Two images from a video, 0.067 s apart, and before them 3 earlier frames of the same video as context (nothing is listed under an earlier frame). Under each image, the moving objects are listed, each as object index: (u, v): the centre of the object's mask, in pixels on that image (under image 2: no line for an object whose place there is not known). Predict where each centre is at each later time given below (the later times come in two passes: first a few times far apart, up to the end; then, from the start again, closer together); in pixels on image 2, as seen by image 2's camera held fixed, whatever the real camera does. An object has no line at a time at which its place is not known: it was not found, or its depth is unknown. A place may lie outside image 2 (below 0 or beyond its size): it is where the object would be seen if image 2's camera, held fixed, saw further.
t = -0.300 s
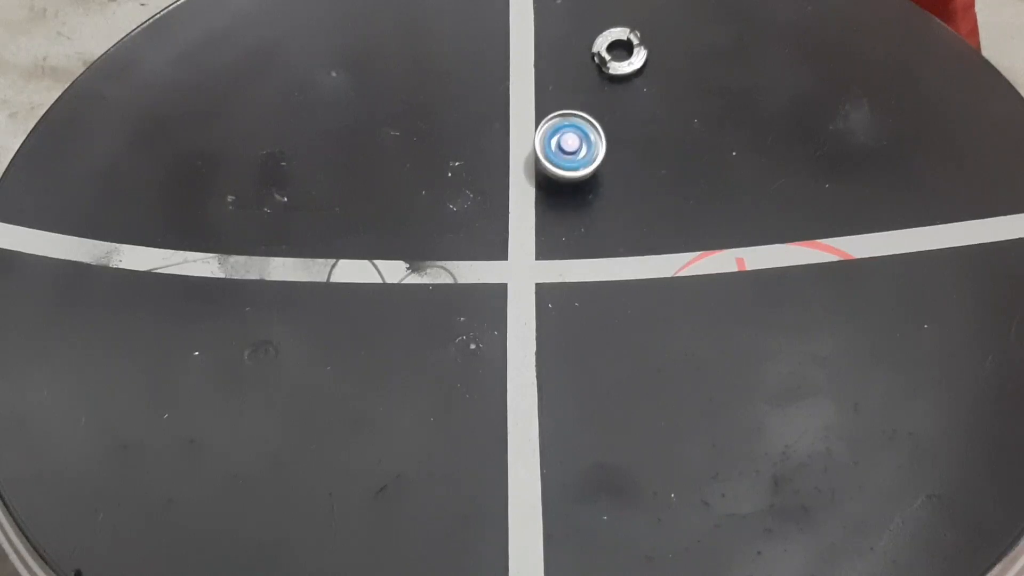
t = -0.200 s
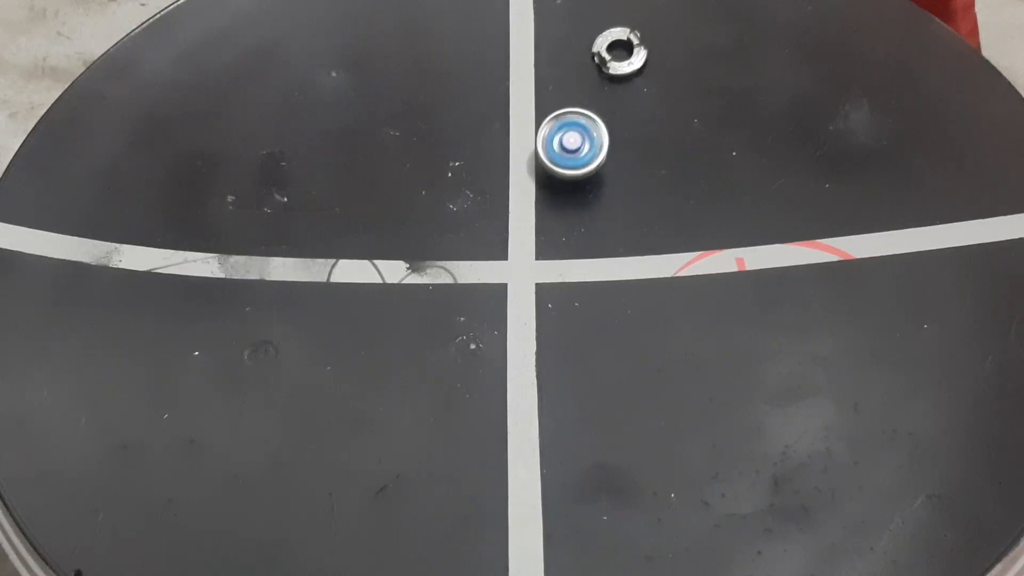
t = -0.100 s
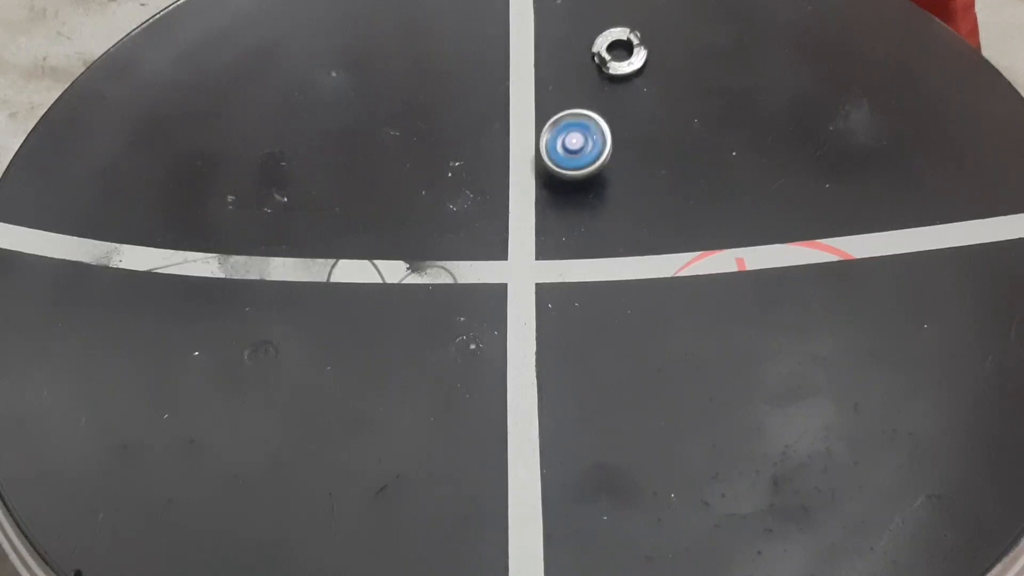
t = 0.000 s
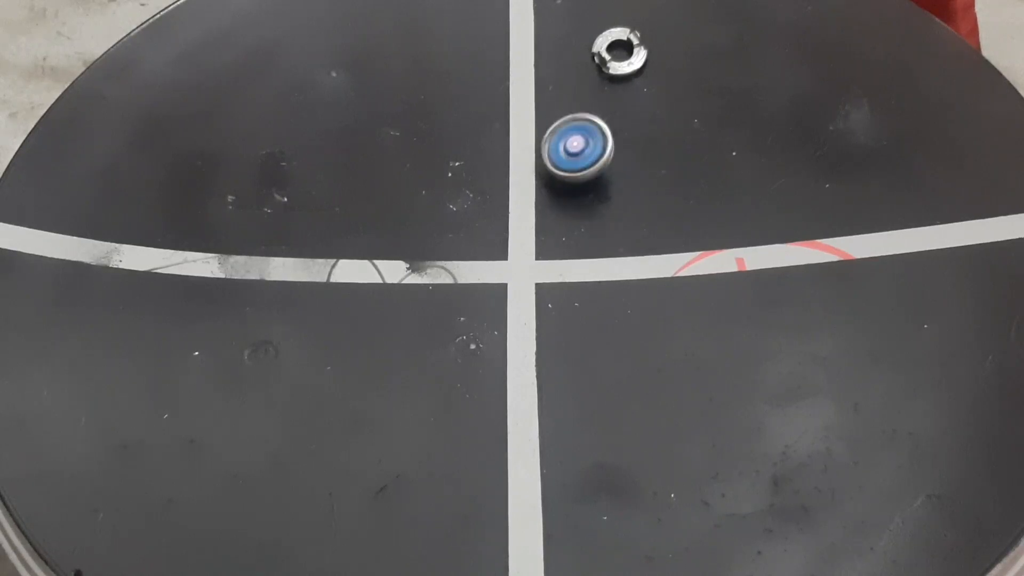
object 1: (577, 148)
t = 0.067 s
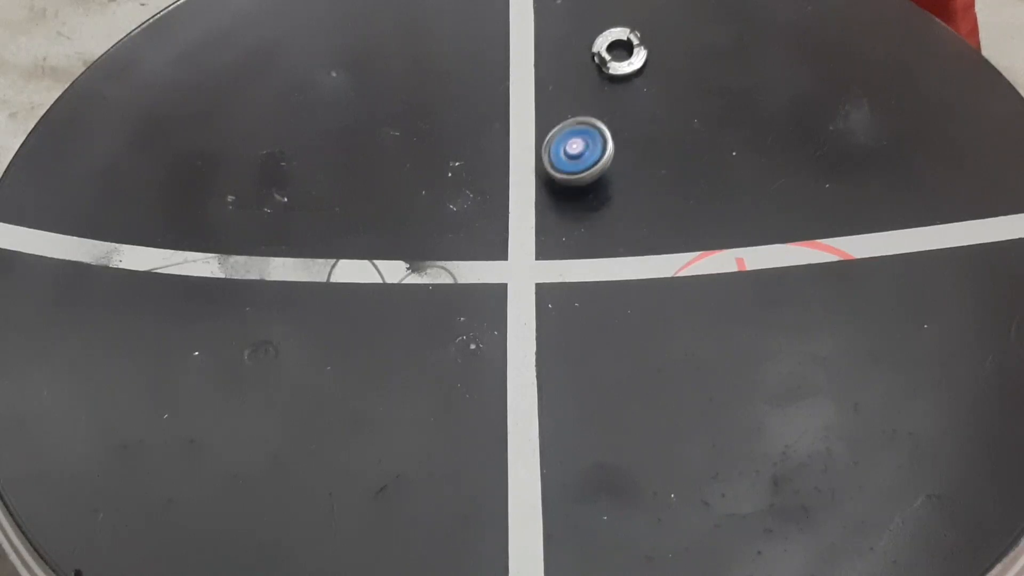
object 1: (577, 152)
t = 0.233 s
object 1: (572, 162)
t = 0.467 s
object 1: (555, 173)
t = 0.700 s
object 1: (529, 174)
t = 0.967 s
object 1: (516, 164)
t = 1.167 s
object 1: (519, 157)
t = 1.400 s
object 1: (527, 160)
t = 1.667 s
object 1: (525, 175)
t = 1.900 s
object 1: (508, 187)
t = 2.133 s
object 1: (488, 187)
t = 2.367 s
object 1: (478, 180)
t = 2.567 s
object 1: (482, 174)
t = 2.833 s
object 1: (489, 180)
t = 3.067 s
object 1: (488, 195)
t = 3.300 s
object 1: (476, 206)
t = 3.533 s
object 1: (461, 207)
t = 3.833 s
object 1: (455, 198)
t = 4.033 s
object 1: (461, 198)
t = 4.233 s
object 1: (466, 205)
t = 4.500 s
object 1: (463, 221)
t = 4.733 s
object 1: (452, 229)
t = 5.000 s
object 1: (442, 225)
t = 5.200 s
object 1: (444, 220)
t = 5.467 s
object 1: (454, 224)
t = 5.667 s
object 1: (458, 232)
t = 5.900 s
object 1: (454, 245)
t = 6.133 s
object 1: (444, 247)
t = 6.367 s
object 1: (441, 242)
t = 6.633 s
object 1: (450, 240)
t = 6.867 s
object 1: (459, 246)
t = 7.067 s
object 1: (461, 255)
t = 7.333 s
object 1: (454, 262)
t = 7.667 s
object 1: (450, 256)
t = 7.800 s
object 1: (455, 253)
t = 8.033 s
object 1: (465, 256)
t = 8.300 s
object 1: (473, 266)
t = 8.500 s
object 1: (470, 273)
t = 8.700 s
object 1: (465, 272)
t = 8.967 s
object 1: (467, 266)
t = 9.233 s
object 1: (478, 263)
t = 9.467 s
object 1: (486, 271)
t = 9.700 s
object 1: (485, 278)
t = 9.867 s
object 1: (480, 280)
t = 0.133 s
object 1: (576, 155)
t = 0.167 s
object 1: (575, 157)
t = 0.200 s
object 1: (574, 159)
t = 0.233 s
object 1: (572, 162)
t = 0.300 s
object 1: (569, 165)
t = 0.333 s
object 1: (567, 167)
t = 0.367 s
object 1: (564, 169)
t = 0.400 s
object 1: (561, 171)
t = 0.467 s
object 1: (555, 173)
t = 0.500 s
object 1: (551, 174)
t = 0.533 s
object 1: (547, 175)
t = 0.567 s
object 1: (543, 175)
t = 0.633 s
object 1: (536, 175)
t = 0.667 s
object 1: (533, 174)
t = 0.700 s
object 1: (529, 174)
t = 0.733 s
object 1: (526, 173)
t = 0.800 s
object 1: (521, 170)
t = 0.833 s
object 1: (520, 169)
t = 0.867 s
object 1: (518, 167)
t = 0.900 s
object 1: (517, 166)
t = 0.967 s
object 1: (516, 164)
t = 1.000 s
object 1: (516, 162)
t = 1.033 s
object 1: (516, 161)
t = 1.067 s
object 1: (516, 160)
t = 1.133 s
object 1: (518, 158)
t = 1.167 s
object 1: (519, 157)
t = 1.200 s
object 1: (520, 156)
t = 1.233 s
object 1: (521, 156)
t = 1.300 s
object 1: (523, 157)
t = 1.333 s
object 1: (524, 158)
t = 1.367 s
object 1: (525, 159)
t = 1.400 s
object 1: (527, 160)
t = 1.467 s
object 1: (527, 163)
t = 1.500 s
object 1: (527, 165)
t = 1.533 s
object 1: (527, 167)
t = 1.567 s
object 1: (527, 169)
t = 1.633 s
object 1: (526, 173)
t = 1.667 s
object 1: (525, 175)
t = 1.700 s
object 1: (523, 177)
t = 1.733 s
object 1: (521, 180)
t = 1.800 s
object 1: (516, 183)
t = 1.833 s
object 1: (514, 185)
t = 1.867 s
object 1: (511, 186)
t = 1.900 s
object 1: (508, 187)
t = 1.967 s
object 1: (502, 189)
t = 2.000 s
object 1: (498, 189)
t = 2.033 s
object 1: (496, 189)
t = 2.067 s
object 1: (493, 188)
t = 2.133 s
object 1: (488, 187)
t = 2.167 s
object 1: (485, 187)
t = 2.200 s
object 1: (483, 186)
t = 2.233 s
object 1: (482, 185)
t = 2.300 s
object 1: (479, 183)
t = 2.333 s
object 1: (478, 181)
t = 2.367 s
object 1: (478, 180)
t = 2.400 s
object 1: (478, 179)
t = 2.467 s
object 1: (478, 177)
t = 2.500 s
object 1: (479, 176)
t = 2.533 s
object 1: (480, 175)
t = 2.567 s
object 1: (482, 174)
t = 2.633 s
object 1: (484, 174)
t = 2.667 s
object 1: (486, 174)
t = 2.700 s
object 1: (486, 174)
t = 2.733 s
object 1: (487, 175)
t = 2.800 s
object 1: (488, 178)
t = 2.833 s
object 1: (489, 180)
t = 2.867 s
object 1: (489, 182)
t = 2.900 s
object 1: (490, 184)
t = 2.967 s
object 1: (490, 189)
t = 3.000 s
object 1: (490, 191)
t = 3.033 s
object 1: (489, 193)
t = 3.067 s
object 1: (488, 195)
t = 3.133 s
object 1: (485, 199)
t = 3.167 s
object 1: (483, 201)
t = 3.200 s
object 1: (482, 202)
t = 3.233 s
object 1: (480, 204)
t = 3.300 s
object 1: (476, 206)
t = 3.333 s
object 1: (473, 207)
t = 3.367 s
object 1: (471, 208)
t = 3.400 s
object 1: (469, 208)
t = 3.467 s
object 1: (465, 207)
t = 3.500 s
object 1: (463, 207)
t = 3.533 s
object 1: (461, 207)
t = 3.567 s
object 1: (459, 206)
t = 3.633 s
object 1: (458, 204)
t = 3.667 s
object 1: (456, 203)
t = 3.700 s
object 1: (456, 202)
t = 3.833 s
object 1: (455, 198)
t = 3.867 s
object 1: (456, 198)
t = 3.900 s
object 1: (457, 197)
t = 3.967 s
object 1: (460, 196)
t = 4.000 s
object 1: (460, 197)
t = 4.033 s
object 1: (461, 198)
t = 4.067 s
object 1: (462, 198)
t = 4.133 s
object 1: (464, 200)
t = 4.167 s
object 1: (464, 202)
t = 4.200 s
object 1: (465, 204)
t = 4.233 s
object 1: (466, 205)
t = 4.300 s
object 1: (467, 209)
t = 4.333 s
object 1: (467, 211)
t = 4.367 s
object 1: (466, 213)
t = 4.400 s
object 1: (466, 215)
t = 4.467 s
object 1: (464, 220)
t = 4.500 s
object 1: (463, 221)
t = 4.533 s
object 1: (462, 222)
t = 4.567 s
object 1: (460, 224)
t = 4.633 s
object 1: (456, 227)
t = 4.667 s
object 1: (455, 227)
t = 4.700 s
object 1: (453, 228)
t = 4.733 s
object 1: (452, 229)
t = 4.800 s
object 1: (448, 229)
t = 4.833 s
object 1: (447, 228)
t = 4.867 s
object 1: (445, 228)
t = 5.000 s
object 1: (442, 225)
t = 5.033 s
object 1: (441, 224)
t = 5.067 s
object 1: (442, 223)
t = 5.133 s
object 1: (443, 221)
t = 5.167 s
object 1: (444, 220)
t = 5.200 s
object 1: (444, 220)
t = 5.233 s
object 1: (446, 220)
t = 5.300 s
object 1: (448, 220)
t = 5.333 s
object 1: (450, 220)
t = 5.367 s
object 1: (450, 220)
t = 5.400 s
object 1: (452, 221)
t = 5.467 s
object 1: (454, 224)
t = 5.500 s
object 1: (455, 225)
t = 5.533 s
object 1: (456, 226)
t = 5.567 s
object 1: (457, 227)
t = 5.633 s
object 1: (458, 230)
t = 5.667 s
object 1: (458, 232)
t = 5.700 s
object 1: (458, 234)
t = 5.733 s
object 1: (458, 235)
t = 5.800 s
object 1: (457, 239)
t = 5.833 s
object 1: (456, 241)
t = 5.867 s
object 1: (455, 243)
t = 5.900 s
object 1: (454, 245)
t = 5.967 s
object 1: (451, 246)
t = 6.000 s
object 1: (449, 247)
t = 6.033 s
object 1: (447, 248)
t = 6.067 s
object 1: (446, 248)
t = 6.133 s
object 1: (444, 247)
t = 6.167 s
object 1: (442, 247)
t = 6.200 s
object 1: (441, 246)
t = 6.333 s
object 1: (440, 243)
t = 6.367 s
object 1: (441, 242)
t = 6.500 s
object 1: (443, 241)
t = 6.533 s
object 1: (445, 241)
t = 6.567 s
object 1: (446, 240)
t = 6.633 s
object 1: (450, 240)
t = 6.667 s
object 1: (452, 241)
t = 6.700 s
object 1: (453, 242)
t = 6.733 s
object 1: (454, 242)
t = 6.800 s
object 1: (457, 244)
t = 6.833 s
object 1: (458, 245)
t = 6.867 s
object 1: (459, 246)
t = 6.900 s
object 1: (460, 247)
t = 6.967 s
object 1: (462, 251)
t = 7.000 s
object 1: (462, 252)
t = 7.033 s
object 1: (462, 254)
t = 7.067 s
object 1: (461, 255)
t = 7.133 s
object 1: (460, 258)
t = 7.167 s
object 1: (460, 259)
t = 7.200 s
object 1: (459, 260)
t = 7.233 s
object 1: (458, 261)
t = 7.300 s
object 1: (455, 262)
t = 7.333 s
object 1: (454, 262)
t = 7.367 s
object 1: (453, 261)
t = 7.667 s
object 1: (450, 256)
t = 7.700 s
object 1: (451, 255)
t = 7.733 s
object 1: (452, 255)
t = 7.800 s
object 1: (455, 253)
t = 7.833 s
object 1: (457, 253)
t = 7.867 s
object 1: (458, 253)
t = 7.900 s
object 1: (460, 254)
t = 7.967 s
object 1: (462, 255)
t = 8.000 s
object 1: (464, 255)
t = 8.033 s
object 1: (465, 256)
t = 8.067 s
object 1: (467, 257)
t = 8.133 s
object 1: (470, 260)
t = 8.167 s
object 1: (471, 260)
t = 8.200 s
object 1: (471, 262)
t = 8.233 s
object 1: (472, 263)
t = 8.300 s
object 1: (473, 266)
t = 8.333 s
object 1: (473, 268)
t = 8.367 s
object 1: (473, 269)
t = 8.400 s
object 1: (472, 270)
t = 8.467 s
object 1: (472, 272)
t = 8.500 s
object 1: (470, 273)
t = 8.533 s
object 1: (470, 273)
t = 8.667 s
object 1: (465, 273)
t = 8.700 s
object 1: (465, 272)
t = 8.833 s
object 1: (464, 269)
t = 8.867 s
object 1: (464, 268)
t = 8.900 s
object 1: (465, 267)
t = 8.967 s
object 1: (467, 266)
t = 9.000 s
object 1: (468, 265)
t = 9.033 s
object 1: (469, 264)
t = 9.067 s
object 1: (471, 263)
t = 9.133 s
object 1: (473, 264)
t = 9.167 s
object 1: (475, 263)
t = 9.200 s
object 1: (475, 264)
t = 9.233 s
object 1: (478, 263)
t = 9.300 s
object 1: (480, 266)
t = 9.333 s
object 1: (481, 266)
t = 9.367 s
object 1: (482, 267)
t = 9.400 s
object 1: (483, 268)
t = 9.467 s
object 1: (486, 271)
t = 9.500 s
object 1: (486, 272)
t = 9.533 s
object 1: (487, 274)
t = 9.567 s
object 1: (486, 275)
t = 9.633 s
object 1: (486, 277)
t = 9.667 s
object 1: (485, 278)
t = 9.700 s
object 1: (485, 278)
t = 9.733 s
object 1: (484, 279)
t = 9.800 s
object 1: (482, 280)
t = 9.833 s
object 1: (481, 280)
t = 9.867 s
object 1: (480, 280)
